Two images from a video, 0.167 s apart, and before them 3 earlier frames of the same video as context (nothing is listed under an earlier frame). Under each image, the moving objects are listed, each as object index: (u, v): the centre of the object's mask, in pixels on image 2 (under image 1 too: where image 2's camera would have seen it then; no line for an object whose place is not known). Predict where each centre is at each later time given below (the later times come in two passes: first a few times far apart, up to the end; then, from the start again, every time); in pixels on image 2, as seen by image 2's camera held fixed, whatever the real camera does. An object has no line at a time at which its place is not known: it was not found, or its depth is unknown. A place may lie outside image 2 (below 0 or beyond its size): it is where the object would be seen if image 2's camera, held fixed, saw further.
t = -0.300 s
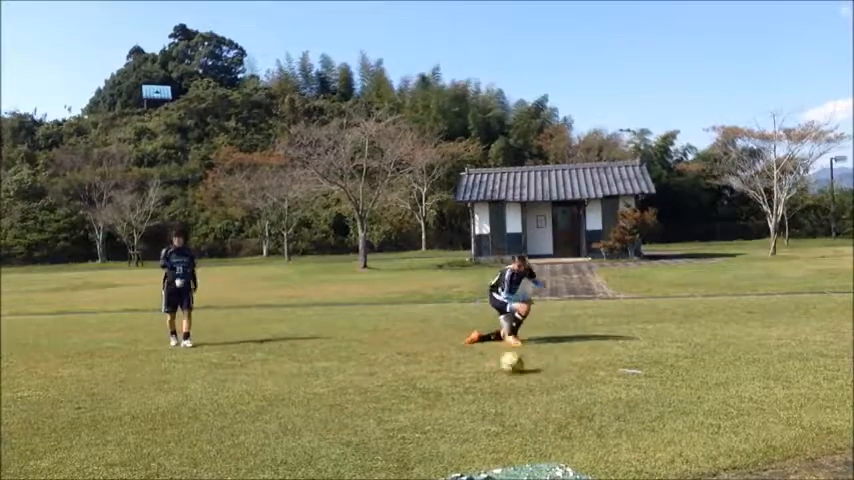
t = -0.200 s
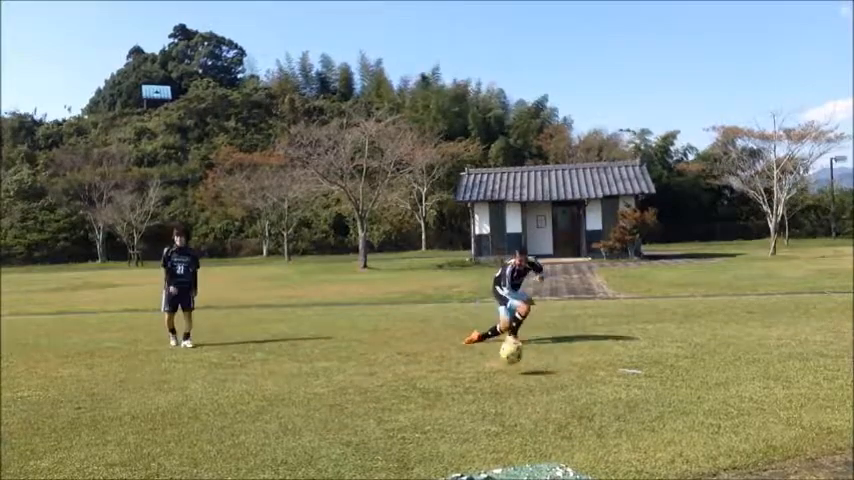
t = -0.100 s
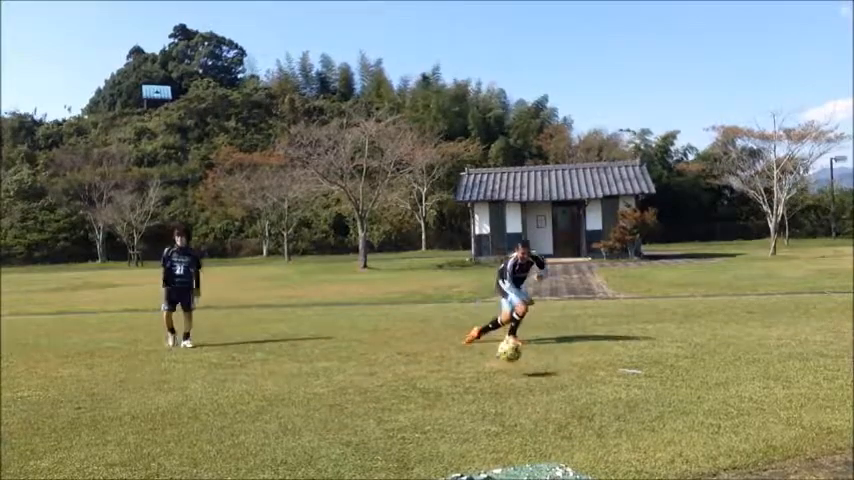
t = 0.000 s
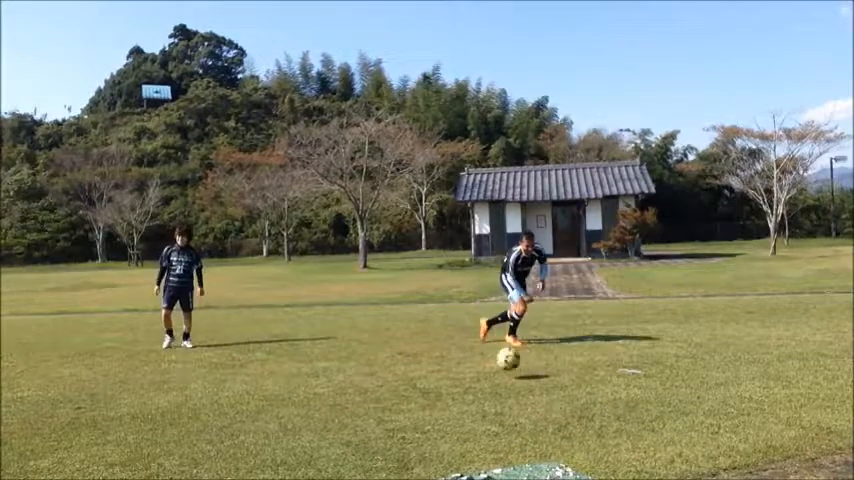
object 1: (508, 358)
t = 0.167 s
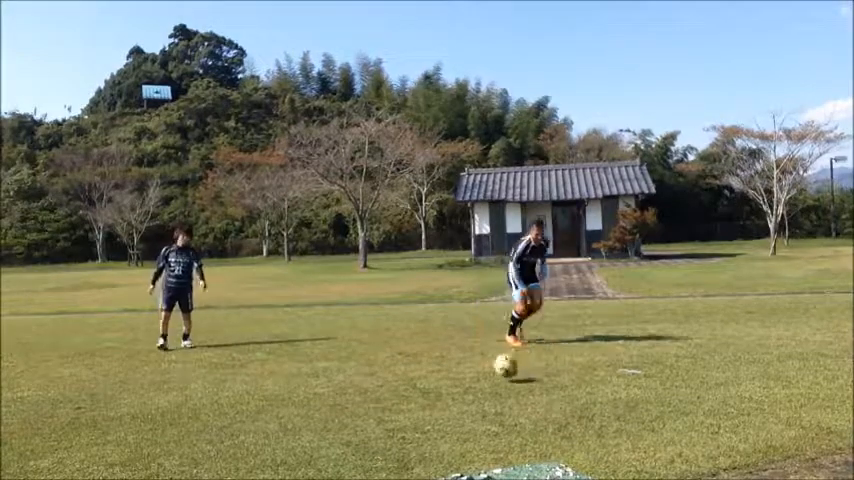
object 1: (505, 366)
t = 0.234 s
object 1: (504, 368)
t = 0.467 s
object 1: (496, 376)
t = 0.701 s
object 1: (487, 382)
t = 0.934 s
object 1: (478, 385)
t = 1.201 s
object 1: (469, 388)
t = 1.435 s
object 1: (459, 392)
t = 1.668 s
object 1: (450, 394)
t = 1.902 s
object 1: (442, 394)
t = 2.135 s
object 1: (439, 394)
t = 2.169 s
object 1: (439, 394)
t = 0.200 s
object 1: (504, 367)
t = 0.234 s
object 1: (504, 368)
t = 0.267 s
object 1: (502, 372)
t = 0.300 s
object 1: (502, 373)
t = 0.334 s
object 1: (501, 373)
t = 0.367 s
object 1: (500, 373)
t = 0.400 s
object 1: (499, 374)
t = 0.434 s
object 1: (497, 375)
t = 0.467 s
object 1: (496, 376)
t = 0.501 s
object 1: (495, 377)
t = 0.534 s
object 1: (494, 378)
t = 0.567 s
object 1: (493, 379)
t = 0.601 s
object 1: (491, 380)
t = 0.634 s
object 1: (491, 380)
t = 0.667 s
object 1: (489, 381)
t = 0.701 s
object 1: (487, 382)
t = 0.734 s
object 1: (486, 382)
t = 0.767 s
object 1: (485, 382)
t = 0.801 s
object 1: (483, 383)
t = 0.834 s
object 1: (482, 384)
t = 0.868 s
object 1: (481, 384)
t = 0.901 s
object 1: (480, 385)
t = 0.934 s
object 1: (478, 385)
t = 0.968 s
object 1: (477, 386)
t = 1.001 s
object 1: (476, 386)
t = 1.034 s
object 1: (475, 387)
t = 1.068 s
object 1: (474, 387)
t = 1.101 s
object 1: (473, 388)
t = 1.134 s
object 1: (471, 388)
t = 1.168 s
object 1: (470, 388)
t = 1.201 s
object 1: (469, 388)
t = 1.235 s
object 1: (468, 389)
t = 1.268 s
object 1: (466, 389)
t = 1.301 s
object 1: (463, 390)
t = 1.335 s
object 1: (463, 390)
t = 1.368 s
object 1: (461, 390)
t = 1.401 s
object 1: (460, 391)
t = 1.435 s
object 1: (459, 392)
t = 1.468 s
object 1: (457, 392)
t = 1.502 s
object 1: (455, 392)
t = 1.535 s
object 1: (455, 392)
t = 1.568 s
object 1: (453, 393)
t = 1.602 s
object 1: (452, 393)
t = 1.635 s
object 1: (451, 394)
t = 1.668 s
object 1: (450, 394)
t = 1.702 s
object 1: (448, 394)
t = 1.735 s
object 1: (447, 395)
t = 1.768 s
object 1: (446, 394)
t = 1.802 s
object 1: (445, 394)
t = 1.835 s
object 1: (444, 394)
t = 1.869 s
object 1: (442, 394)
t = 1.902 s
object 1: (442, 394)
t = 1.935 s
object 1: (442, 394)
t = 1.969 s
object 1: (441, 394)
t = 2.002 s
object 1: (441, 394)
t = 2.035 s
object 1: (441, 394)
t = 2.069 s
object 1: (440, 394)
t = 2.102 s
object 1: (440, 394)
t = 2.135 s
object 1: (439, 394)
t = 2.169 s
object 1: (439, 394)
